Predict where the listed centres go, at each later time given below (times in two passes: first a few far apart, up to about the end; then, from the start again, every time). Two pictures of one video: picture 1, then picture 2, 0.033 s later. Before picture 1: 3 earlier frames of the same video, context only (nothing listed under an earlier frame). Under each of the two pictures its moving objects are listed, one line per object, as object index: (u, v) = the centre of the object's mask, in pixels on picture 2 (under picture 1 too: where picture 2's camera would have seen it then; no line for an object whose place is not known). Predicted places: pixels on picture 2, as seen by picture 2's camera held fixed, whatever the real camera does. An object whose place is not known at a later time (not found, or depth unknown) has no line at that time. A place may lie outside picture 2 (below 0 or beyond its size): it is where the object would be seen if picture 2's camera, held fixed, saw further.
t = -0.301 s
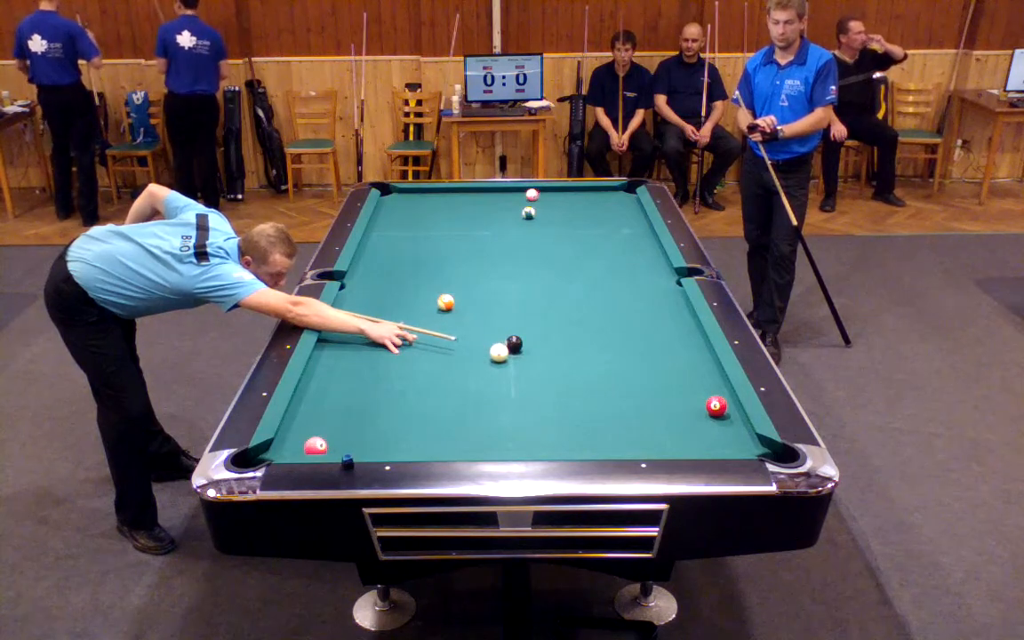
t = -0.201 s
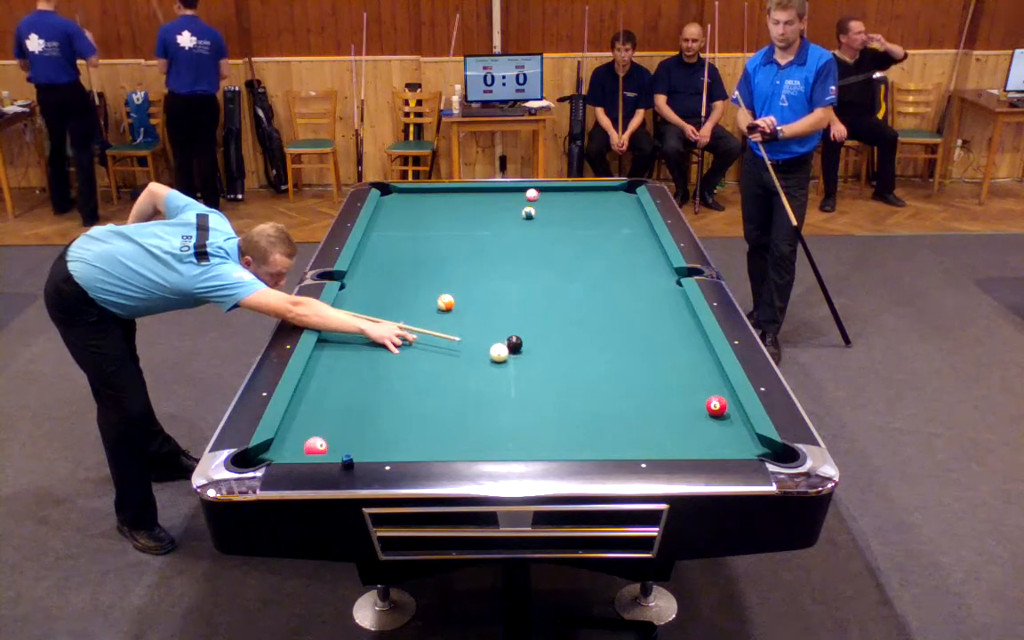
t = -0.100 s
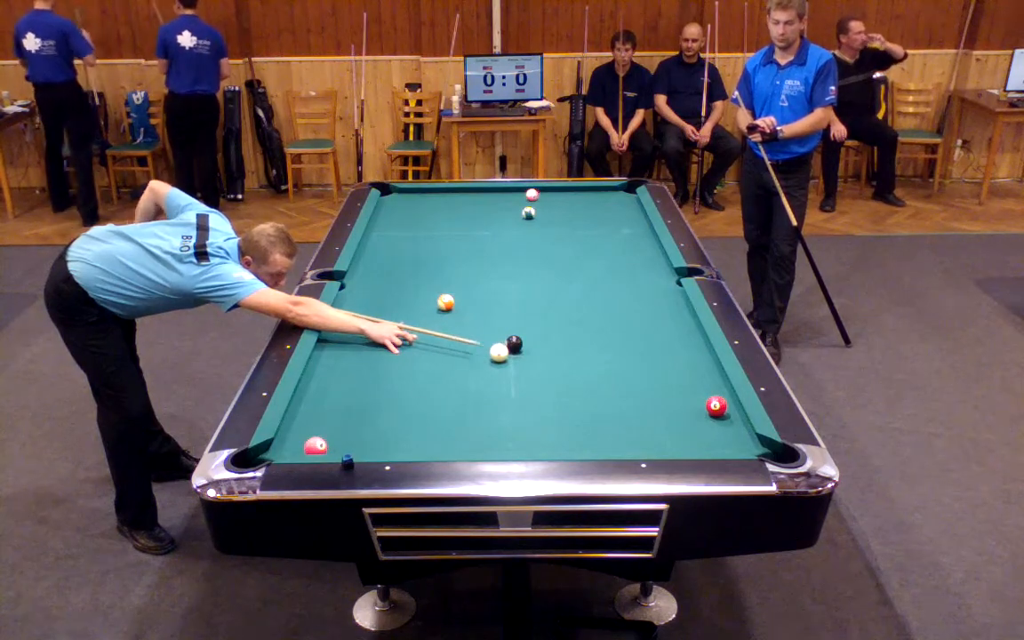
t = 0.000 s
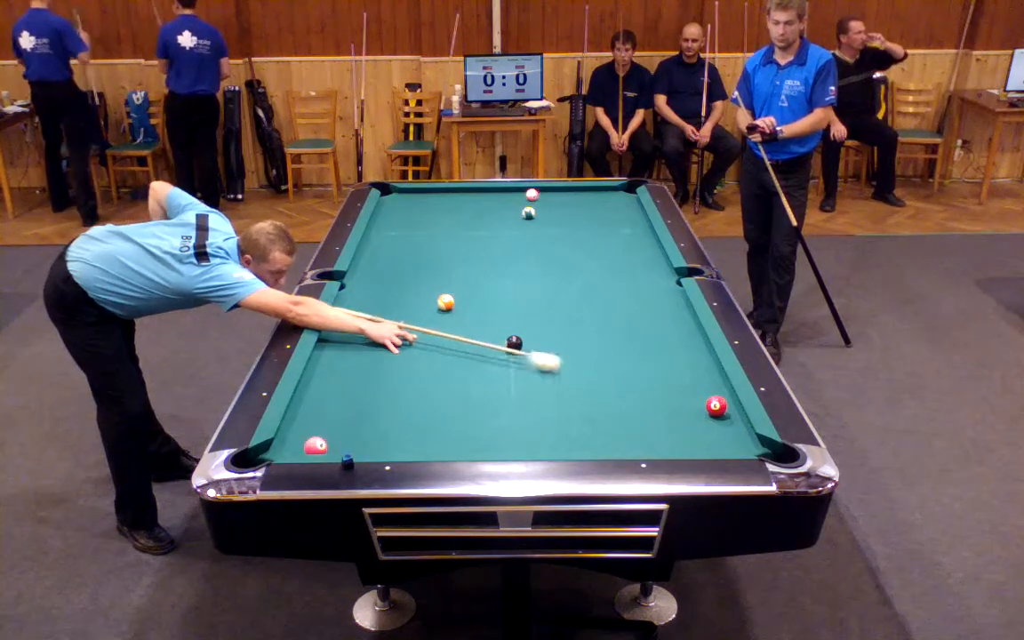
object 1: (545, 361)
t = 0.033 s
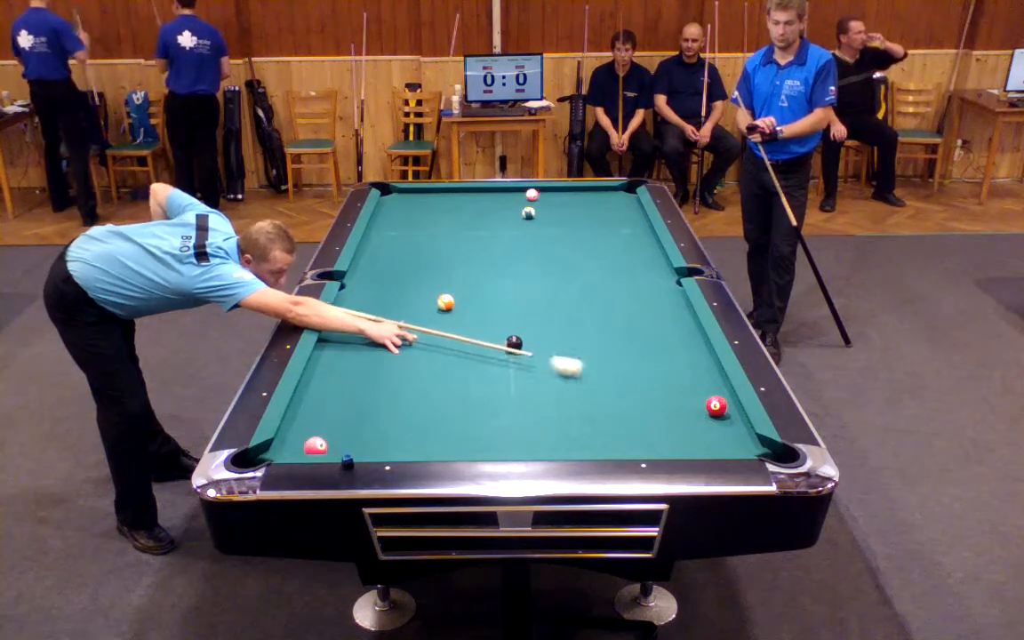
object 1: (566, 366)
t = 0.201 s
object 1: (686, 390)
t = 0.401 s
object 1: (665, 391)
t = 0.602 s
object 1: (599, 388)
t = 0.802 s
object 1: (537, 386)
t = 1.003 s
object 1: (478, 384)
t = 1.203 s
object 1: (419, 382)
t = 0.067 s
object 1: (589, 370)
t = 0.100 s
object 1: (613, 375)
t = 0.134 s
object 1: (637, 380)
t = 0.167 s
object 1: (662, 386)
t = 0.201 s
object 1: (686, 390)
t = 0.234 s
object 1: (709, 393)
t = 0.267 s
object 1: (723, 394)
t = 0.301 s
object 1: (708, 393)
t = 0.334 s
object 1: (692, 392)
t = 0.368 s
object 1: (678, 391)
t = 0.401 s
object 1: (665, 391)
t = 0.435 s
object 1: (653, 390)
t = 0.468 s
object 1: (642, 390)
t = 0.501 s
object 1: (631, 389)
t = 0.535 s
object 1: (621, 389)
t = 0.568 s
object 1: (610, 388)
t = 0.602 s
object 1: (599, 388)
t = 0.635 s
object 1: (589, 388)
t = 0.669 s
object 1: (579, 388)
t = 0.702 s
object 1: (568, 387)
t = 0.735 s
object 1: (558, 387)
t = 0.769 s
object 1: (547, 386)
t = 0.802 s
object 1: (537, 386)
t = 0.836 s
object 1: (527, 386)
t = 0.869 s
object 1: (517, 386)
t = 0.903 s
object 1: (507, 385)
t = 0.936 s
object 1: (497, 385)
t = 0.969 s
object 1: (487, 384)
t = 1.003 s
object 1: (478, 384)
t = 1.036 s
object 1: (468, 384)
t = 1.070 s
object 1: (458, 384)
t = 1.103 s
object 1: (448, 383)
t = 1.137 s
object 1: (438, 383)
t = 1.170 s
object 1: (429, 383)
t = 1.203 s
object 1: (419, 382)
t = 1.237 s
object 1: (410, 382)
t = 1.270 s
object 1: (400, 382)
